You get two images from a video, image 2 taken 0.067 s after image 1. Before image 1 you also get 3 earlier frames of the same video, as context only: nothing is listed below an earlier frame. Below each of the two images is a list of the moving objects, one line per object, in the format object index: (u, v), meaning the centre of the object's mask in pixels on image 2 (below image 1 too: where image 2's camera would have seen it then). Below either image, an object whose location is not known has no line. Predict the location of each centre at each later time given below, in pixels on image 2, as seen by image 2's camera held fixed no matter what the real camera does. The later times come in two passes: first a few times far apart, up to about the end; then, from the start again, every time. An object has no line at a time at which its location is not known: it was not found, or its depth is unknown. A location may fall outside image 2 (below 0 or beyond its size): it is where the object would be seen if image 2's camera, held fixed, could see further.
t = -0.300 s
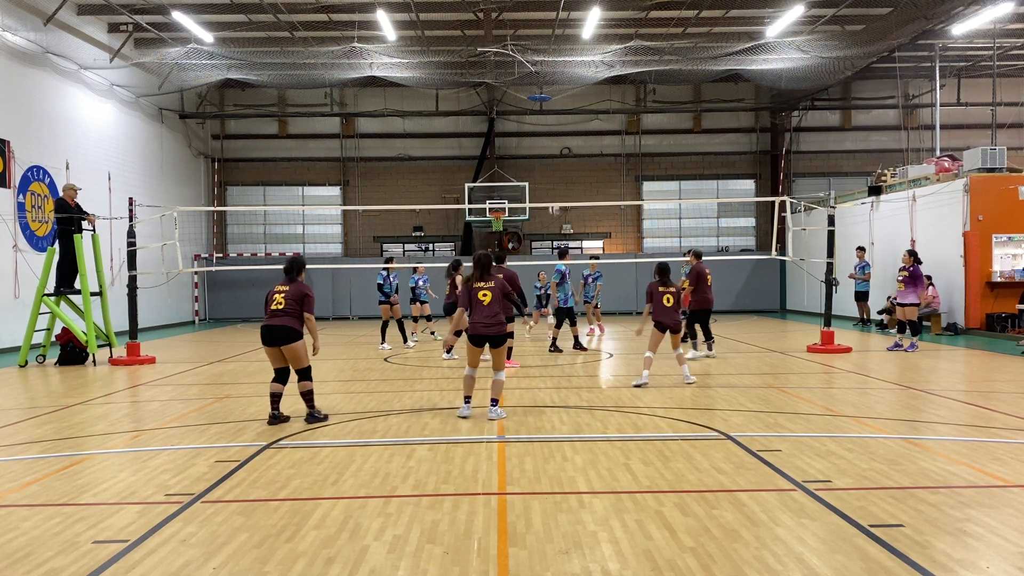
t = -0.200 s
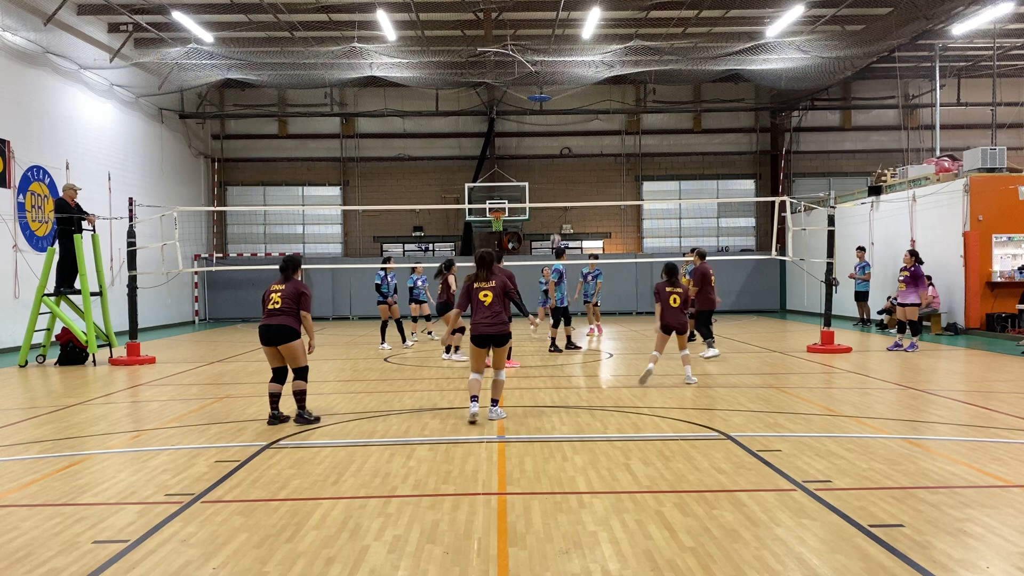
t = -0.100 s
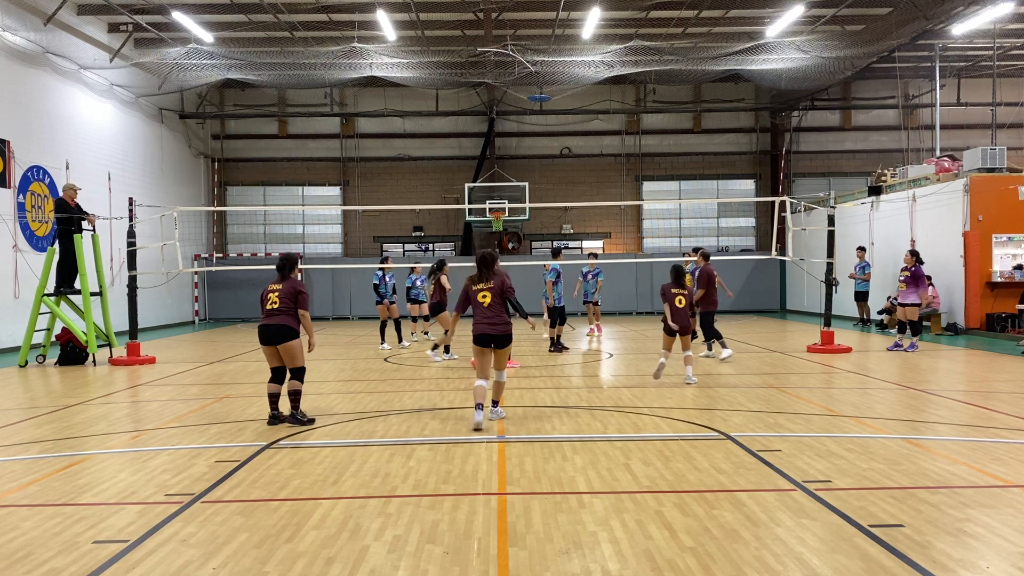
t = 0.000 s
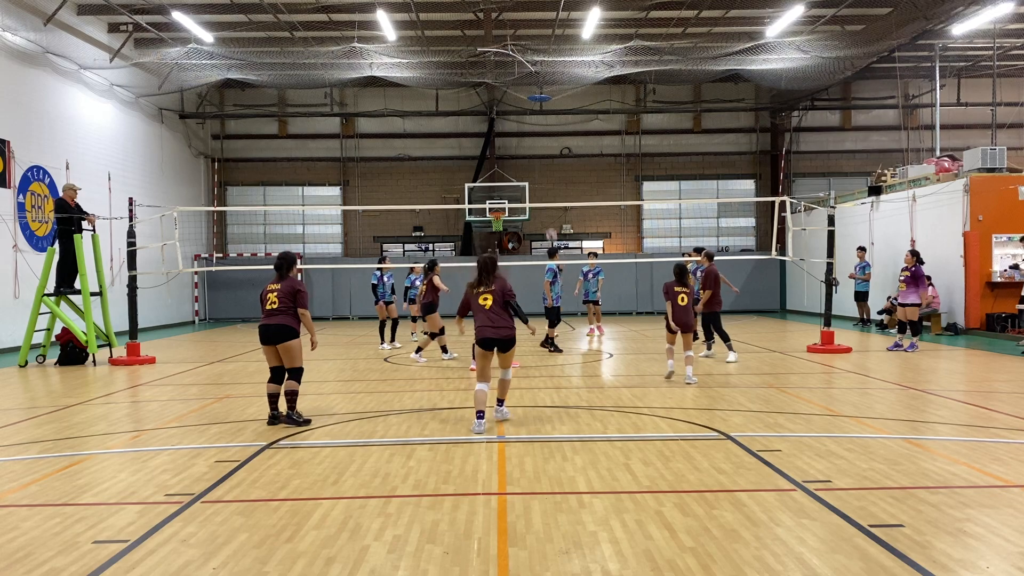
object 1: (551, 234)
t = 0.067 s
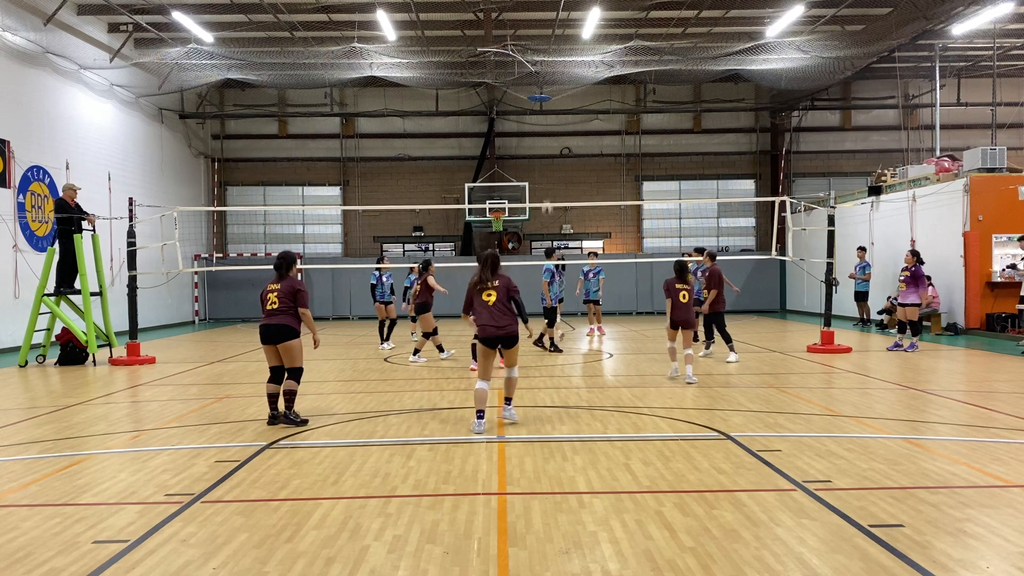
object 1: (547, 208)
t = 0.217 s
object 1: (535, 150)
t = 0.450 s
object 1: (516, 76)
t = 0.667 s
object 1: (497, 29)
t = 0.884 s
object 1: (475, 12)
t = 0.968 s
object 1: (465, 15)
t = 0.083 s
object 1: (545, 198)
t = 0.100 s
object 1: (544, 194)
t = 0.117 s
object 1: (543, 188)
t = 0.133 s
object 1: (542, 181)
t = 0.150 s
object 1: (541, 175)
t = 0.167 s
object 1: (539, 168)
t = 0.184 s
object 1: (538, 162)
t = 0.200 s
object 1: (537, 156)
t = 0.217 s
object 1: (535, 150)
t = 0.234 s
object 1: (534, 143)
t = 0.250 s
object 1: (533, 138)
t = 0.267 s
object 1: (531, 132)
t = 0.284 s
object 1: (530, 127)
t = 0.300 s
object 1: (528, 121)
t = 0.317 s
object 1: (526, 116)
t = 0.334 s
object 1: (525, 110)
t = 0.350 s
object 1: (524, 106)
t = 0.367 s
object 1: (522, 100)
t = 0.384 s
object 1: (521, 95)
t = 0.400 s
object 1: (521, 89)
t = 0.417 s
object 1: (519, 85)
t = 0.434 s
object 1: (518, 80)
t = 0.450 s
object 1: (516, 76)
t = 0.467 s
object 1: (515, 71)
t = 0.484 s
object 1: (514, 68)
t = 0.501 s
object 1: (512, 63)
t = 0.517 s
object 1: (511, 60)
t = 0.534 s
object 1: (509, 54)
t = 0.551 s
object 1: (508, 51)
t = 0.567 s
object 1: (506, 48)
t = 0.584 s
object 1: (505, 44)
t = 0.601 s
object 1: (503, 41)
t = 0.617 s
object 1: (501, 38)
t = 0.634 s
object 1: (500, 35)
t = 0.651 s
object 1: (499, 33)
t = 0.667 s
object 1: (497, 29)
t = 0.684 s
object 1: (495, 27)
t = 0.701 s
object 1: (493, 25)
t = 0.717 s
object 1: (492, 23)
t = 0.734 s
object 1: (490, 21)
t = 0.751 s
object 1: (489, 19)
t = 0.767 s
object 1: (486, 17)
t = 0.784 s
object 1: (485, 16)
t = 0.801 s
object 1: (483, 15)
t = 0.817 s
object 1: (481, 14)
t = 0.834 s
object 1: (480, 13)
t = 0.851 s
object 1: (478, 12)
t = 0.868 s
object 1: (476, 12)
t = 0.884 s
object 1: (475, 12)
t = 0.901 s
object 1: (473, 12)
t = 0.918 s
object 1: (471, 12)
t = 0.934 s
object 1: (469, 13)
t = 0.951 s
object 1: (467, 14)
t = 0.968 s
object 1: (465, 15)
